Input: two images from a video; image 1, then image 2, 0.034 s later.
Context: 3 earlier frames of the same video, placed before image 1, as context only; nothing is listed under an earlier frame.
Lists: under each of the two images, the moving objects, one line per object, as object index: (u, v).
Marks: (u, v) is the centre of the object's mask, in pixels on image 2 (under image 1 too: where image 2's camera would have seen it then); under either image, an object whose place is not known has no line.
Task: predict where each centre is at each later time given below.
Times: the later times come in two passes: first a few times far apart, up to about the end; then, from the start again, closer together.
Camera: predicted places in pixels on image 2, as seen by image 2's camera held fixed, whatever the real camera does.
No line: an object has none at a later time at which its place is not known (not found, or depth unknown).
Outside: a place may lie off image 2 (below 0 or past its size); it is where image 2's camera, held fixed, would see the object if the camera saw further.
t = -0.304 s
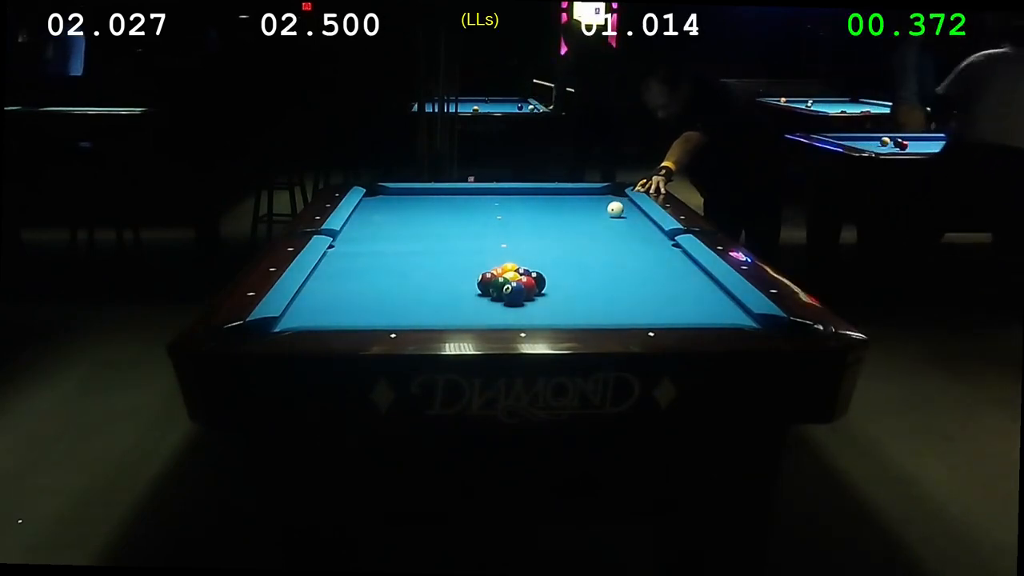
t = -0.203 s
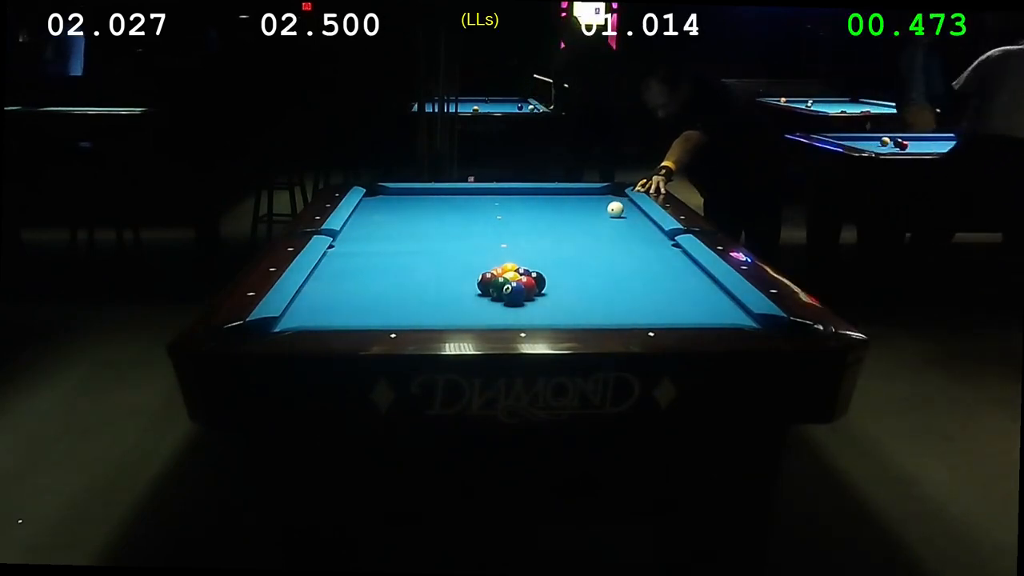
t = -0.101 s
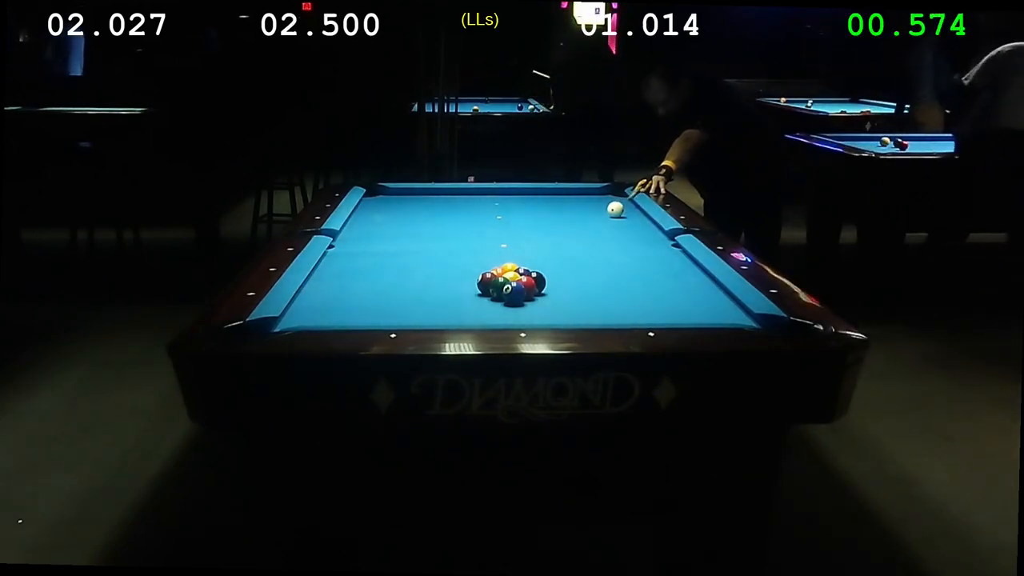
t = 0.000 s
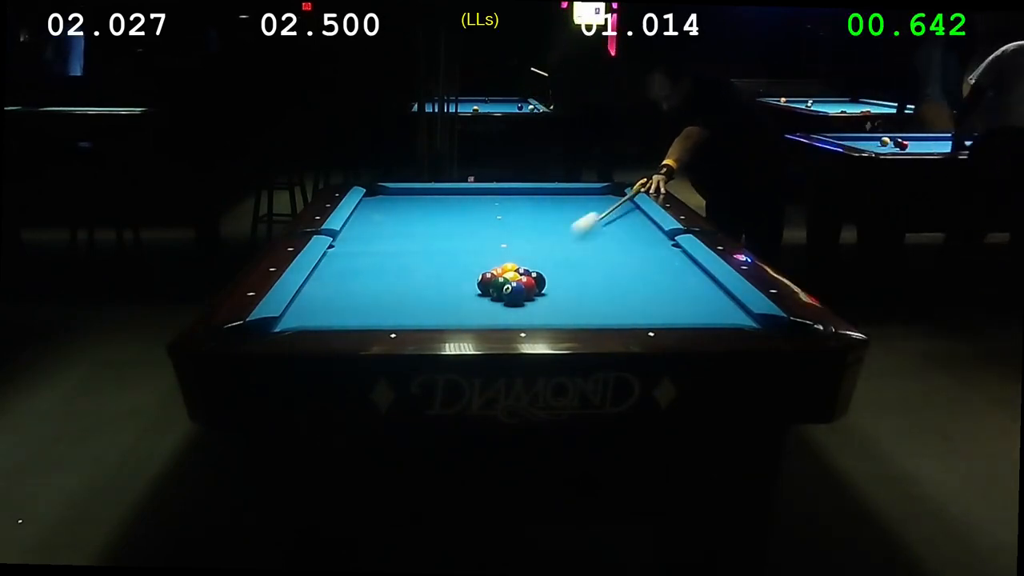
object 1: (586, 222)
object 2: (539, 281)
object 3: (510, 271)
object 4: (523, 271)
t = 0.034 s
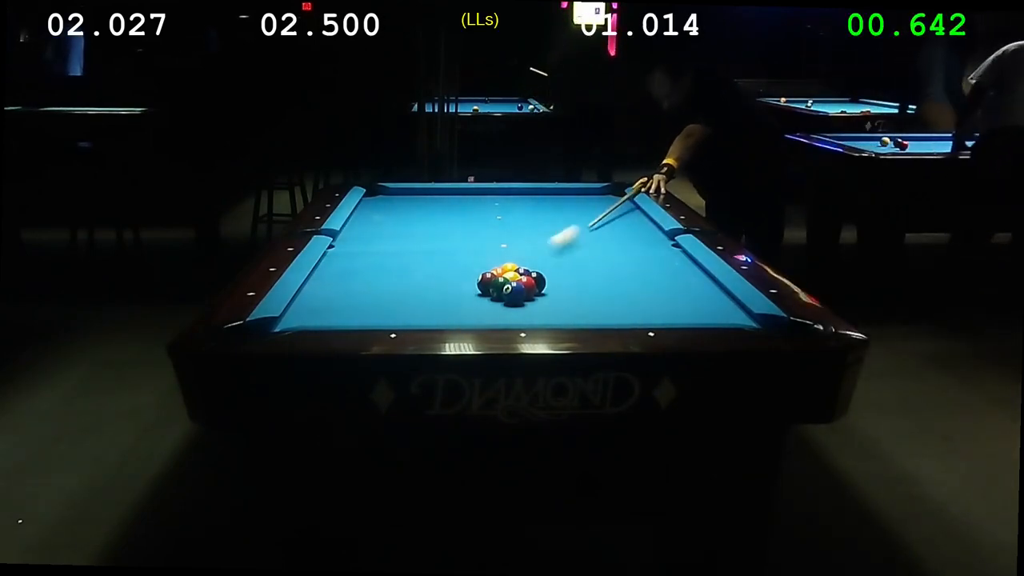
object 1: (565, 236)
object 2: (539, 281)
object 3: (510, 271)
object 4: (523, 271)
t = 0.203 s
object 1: (538, 265)
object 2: (613, 294)
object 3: (458, 268)
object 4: (526, 274)
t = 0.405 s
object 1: (560, 274)
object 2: (731, 310)
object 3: (384, 260)
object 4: (533, 277)
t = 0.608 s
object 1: (580, 281)
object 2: (661, 315)
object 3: (398, 256)
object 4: (534, 277)
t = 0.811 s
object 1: (599, 288)
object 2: (591, 316)
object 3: (419, 252)
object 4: (535, 278)
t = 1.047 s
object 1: (622, 296)
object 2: (516, 313)
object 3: (441, 248)
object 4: (536, 278)
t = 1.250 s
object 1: (642, 303)
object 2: (457, 310)
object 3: (458, 245)
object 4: (536, 278)
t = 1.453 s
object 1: (661, 310)
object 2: (402, 305)
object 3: (474, 243)
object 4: (536, 278)
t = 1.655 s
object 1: (681, 314)
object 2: (351, 301)
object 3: (488, 240)
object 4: (536, 278)
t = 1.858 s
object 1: (699, 317)
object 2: (307, 297)
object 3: (501, 238)
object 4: (536, 278)
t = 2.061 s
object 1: (701, 315)
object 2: (345, 291)
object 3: (513, 236)
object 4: (536, 278)
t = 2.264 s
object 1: (703, 313)
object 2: (379, 287)
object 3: (524, 234)
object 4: (536, 278)
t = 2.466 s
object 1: (703, 311)
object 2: (410, 282)
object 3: (534, 232)
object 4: (536, 278)
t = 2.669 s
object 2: (440, 278)
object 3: (542, 230)
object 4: (536, 278)
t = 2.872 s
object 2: (466, 275)
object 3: (550, 229)
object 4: (536, 278)
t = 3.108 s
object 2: (495, 270)
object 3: (558, 228)
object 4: (536, 278)
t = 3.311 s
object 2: (517, 267)
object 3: (565, 227)
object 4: (536, 278)
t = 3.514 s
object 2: (538, 262)
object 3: (570, 226)
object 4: (536, 278)
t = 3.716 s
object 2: (557, 262)
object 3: (575, 225)
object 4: (536, 278)
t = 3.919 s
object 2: (575, 260)
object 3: (579, 225)
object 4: (536, 278)
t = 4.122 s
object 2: (591, 257)
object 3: (582, 224)
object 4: (536, 278)
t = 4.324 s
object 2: (605, 255)
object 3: (585, 224)
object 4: (536, 278)
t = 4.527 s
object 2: (618, 254)
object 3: (587, 224)
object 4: (536, 278)
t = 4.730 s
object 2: (631, 252)
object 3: (588, 224)
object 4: (536, 278)
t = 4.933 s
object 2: (642, 251)
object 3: (588, 224)
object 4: (536, 278)
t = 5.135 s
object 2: (652, 250)
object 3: (588, 224)
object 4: (536, 278)
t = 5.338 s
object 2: (661, 249)
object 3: (588, 224)
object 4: (536, 278)
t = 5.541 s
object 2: (670, 248)
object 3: (588, 224)
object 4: (536, 278)
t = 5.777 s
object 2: (667, 247)
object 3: (588, 224)
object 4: (536, 278)
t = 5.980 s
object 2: (662, 247)
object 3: (588, 224)
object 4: (536, 278)
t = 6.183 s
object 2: (659, 247)
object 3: (588, 224)
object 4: (536, 278)
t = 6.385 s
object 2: (656, 247)
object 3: (588, 224)
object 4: (536, 278)
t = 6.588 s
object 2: (655, 247)
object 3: (588, 224)
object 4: (536, 278)
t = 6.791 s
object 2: (655, 247)
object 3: (588, 224)
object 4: (536, 278)
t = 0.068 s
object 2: (539, 281)
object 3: (510, 271)
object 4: (523, 272)
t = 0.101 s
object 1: (523, 261)
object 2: (539, 281)
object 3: (508, 271)
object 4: (524, 272)
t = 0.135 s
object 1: (525, 262)
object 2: (565, 287)
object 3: (491, 268)
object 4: (525, 271)
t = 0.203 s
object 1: (538, 265)
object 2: (613, 294)
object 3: (458, 268)
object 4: (526, 274)
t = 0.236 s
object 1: (542, 266)
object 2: (635, 297)
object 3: (444, 266)
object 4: (529, 275)
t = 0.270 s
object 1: (546, 268)
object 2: (658, 300)
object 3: (431, 265)
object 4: (532, 276)
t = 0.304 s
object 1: (549, 269)
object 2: (679, 302)
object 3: (419, 264)
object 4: (534, 276)
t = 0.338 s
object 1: (553, 271)
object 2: (701, 305)
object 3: (407, 263)
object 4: (533, 276)
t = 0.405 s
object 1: (560, 274)
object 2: (731, 310)
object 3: (384, 260)
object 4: (533, 277)
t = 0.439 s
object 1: (564, 275)
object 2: (719, 311)
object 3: (373, 259)
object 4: (533, 276)
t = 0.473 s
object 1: (567, 276)
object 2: (706, 312)
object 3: (374, 258)
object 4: (533, 277)
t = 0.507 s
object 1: (570, 277)
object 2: (695, 313)
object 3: (382, 257)
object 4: (534, 277)
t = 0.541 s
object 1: (573, 278)
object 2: (684, 313)
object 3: (389, 257)
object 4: (534, 277)
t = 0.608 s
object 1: (580, 281)
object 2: (661, 315)
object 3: (398, 256)
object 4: (534, 277)
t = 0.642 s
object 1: (583, 282)
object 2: (648, 316)
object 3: (402, 255)
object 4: (534, 278)
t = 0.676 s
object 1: (586, 283)
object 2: (638, 316)
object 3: (406, 255)
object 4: (535, 278)
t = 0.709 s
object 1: (589, 284)
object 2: (625, 317)
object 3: (409, 254)
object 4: (535, 278)
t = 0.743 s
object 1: (593, 286)
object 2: (614, 318)
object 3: (412, 253)
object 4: (535, 278)
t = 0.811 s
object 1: (599, 288)
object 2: (591, 316)
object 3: (419, 252)
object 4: (535, 278)
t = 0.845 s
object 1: (603, 289)
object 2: (579, 316)
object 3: (422, 252)
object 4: (536, 278)
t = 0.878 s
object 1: (606, 290)
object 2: (569, 316)
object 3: (426, 251)
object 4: (536, 278)
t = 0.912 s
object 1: (609, 291)
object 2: (559, 315)
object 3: (429, 251)
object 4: (536, 278)
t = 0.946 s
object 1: (612, 293)
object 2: (547, 314)
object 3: (432, 250)
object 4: (536, 278)
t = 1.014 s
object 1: (619, 295)
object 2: (526, 314)
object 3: (438, 249)
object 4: (536, 278)
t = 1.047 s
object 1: (622, 296)
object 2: (516, 313)
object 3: (441, 248)
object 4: (536, 278)
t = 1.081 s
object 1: (626, 298)
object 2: (506, 313)
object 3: (444, 248)
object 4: (536, 278)
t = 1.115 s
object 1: (629, 299)
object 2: (496, 312)
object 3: (447, 247)
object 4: (536, 278)
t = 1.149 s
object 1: (632, 300)
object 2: (486, 311)
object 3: (450, 247)
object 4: (536, 278)
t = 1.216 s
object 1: (639, 302)
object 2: (467, 311)
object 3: (456, 246)
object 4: (536, 278)
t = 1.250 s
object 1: (642, 303)
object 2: (457, 310)
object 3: (458, 245)
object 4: (536, 278)
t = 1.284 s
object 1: (646, 305)
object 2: (448, 309)
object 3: (461, 245)
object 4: (536, 278)
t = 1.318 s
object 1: (648, 306)
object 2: (438, 309)
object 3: (463, 244)
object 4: (536, 278)
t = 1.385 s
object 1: (655, 308)
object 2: (420, 307)
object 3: (469, 243)
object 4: (536, 278)
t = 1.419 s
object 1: (658, 309)
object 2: (411, 306)
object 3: (471, 243)
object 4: (536, 278)
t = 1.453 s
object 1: (661, 310)
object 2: (402, 305)
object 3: (474, 243)
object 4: (536, 278)
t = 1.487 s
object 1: (665, 311)
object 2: (393, 305)
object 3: (476, 242)
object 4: (536, 278)
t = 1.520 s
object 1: (668, 311)
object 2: (385, 304)
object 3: (479, 242)
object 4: (537, 278)
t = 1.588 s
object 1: (675, 313)
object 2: (368, 302)
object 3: (483, 241)
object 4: (537, 278)
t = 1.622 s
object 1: (678, 313)
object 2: (359, 302)
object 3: (486, 240)
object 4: (536, 278)
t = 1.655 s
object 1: (681, 314)
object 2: (351, 301)
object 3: (488, 240)
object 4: (536, 278)
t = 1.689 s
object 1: (684, 315)
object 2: (343, 300)
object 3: (490, 240)
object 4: (536, 278)
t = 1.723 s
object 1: (688, 315)
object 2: (334, 299)
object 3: (492, 239)
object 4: (537, 278)
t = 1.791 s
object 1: (694, 317)
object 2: (319, 298)
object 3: (497, 238)
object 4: (536, 278)
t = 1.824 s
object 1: (697, 317)
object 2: (311, 297)
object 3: (499, 238)
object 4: (536, 278)
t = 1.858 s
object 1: (699, 317)
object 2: (307, 297)
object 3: (501, 238)
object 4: (536, 278)
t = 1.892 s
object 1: (700, 317)
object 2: (314, 296)
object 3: (503, 237)
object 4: (536, 278)
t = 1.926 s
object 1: (700, 317)
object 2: (320, 295)
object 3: (505, 237)
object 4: (537, 278)
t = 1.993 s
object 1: (701, 316)
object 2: (332, 293)
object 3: (509, 237)
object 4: (536, 278)
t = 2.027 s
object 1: (701, 316)
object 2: (339, 292)
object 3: (511, 236)
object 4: (537, 278)
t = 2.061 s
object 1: (701, 315)
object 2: (345, 291)
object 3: (513, 236)
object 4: (536, 278)
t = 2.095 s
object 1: (701, 315)
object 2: (351, 290)
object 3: (515, 236)
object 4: (536, 278)
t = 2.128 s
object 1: (702, 315)
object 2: (357, 290)
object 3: (517, 235)
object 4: (536, 278)
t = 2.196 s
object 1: (702, 314)
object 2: (368, 288)
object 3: (520, 235)
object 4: (536, 278)
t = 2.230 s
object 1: (702, 314)
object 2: (373, 287)
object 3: (522, 234)
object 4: (536, 278)
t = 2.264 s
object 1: (703, 313)
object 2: (379, 287)
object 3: (524, 234)
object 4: (536, 278)
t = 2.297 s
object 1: (703, 313)
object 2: (385, 286)
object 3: (526, 234)
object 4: (536, 278)
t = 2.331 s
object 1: (703, 313)
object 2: (390, 285)
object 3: (527, 233)
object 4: (536, 278)
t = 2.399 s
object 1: (703, 312)
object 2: (401, 284)
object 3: (531, 233)
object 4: (536, 278)
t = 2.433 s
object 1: (703, 312)
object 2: (406, 283)
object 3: (532, 232)
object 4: (536, 278)
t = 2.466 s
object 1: (703, 311)
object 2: (410, 282)
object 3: (534, 232)
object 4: (536, 278)
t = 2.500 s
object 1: (703, 311)
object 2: (415, 281)
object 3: (535, 232)
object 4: (536, 278)
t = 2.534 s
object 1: (703, 311)
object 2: (420, 281)
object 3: (537, 232)
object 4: (536, 278)
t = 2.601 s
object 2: (430, 279)
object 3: (540, 231)
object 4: (536, 278)
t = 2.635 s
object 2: (435, 279)
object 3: (541, 231)
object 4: (536, 278)
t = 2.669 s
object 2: (440, 278)
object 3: (542, 230)
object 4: (536, 278)
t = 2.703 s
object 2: (444, 277)
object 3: (544, 231)
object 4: (536, 278)
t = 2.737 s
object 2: (449, 277)
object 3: (545, 230)
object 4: (536, 278)
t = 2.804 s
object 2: (457, 276)
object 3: (548, 230)
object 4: (536, 278)
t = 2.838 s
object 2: (462, 275)
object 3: (549, 230)
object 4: (536, 278)
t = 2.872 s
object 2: (466, 275)
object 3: (550, 229)
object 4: (536, 278)
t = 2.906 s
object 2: (470, 274)
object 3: (552, 229)
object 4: (536, 278)
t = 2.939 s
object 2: (475, 273)
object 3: (553, 229)
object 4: (536, 278)
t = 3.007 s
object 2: (483, 272)
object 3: (555, 228)
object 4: (536, 278)
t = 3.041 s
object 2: (487, 272)
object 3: (556, 228)
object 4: (536, 278)
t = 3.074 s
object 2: (491, 271)
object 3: (557, 228)
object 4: (536, 278)
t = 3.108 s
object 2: (495, 270)
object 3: (558, 228)
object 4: (536, 278)
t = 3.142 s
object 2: (499, 270)
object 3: (560, 228)
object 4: (536, 278)
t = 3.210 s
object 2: (506, 269)
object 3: (562, 227)
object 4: (536, 278)
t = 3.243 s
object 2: (510, 268)
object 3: (563, 227)
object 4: (536, 278)
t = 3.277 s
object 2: (513, 268)
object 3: (564, 227)
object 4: (536, 278)
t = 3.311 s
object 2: (517, 267)
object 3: (565, 227)
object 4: (536, 278)
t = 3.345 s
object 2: (521, 266)
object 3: (566, 227)
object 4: (537, 278)
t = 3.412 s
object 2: (527, 264)
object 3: (568, 227)
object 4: (537, 278)
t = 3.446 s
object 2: (530, 263)
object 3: (569, 226)
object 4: (537, 278)
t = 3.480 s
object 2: (534, 262)
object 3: (570, 226)
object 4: (536, 279)
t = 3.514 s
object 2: (538, 262)
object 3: (570, 226)
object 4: (536, 278)
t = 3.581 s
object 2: (545, 262)
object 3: (572, 226)
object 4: (536, 278)
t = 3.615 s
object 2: (548, 262)
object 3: (573, 226)
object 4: (536, 278)
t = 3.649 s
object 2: (551, 263)
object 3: (574, 226)
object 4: (536, 278)
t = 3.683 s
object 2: (554, 262)
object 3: (574, 225)
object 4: (536, 278)
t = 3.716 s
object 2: (557, 262)
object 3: (575, 225)
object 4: (536, 278)
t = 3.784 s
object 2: (563, 261)
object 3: (576, 225)
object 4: (536, 278)
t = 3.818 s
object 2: (566, 261)
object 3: (577, 225)
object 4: (536, 278)
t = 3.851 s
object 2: (569, 260)
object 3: (578, 225)
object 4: (536, 278)
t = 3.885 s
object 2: (572, 260)
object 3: (578, 225)
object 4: (536, 278)
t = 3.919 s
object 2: (575, 260)
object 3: (579, 225)
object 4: (536, 278)
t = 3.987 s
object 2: (580, 259)
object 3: (580, 225)
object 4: (536, 278)
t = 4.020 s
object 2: (583, 259)
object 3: (581, 225)
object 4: (536, 278)
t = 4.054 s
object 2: (585, 258)
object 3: (581, 225)
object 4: (536, 278)
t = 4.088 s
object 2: (588, 258)
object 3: (581, 225)
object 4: (536, 278)
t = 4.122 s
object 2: (591, 257)
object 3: (582, 224)
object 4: (536, 278)
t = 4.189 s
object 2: (596, 257)
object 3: (583, 224)
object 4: (536, 278)
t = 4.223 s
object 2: (598, 257)
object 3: (583, 224)
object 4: (536, 278)
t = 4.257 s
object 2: (601, 256)
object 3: (584, 224)
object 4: (536, 278)
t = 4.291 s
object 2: (603, 256)
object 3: (584, 224)
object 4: (536, 278)
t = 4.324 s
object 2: (605, 255)
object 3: (585, 224)
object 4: (536, 278)
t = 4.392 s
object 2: (610, 255)
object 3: (585, 224)
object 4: (536, 278)
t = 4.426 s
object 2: (612, 255)
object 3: (586, 224)
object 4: (536, 278)
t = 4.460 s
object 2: (614, 254)
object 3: (586, 224)
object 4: (536, 278)
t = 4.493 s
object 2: (616, 254)
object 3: (586, 224)
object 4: (536, 278)
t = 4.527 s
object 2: (618, 254)
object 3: (587, 224)
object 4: (536, 278)
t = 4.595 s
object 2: (623, 253)
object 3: (587, 224)
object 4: (536, 278)
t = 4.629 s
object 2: (625, 253)
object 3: (587, 224)
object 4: (536, 278)
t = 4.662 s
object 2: (627, 253)
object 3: (587, 224)
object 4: (536, 278)
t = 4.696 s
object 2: (629, 252)
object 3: (588, 224)
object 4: (536, 278)
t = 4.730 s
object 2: (631, 252)
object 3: (588, 224)
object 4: (536, 278)
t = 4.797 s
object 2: (634, 252)
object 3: (588, 224)
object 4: (536, 278)
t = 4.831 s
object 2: (636, 252)
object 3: (588, 224)
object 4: (536, 278)
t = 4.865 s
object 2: (638, 251)
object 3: (588, 224)
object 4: (536, 278)
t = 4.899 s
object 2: (640, 251)
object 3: (588, 224)
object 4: (536, 278)
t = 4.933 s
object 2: (642, 251)
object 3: (588, 224)
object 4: (536, 278)
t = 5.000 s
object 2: (646, 250)
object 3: (588, 224)
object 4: (536, 278)
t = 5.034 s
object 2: (647, 250)
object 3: (588, 224)
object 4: (536, 278)
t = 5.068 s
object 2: (649, 250)
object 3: (588, 224)
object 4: (536, 278)
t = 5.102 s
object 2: (650, 250)
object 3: (588, 224)
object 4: (536, 278)
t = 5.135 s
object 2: (652, 250)
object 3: (588, 224)
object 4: (536, 278)
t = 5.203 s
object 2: (655, 249)
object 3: (588, 224)
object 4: (536, 278)
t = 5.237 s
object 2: (656, 249)
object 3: (588, 224)
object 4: (536, 278)
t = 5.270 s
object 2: (658, 249)
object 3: (588, 224)
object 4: (536, 278)
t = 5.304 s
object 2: (660, 249)
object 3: (588, 224)
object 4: (536, 278)
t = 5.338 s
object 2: (661, 249)
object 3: (588, 224)
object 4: (536, 278)
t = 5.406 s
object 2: (664, 248)
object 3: (588, 224)
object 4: (536, 278)
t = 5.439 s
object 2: (665, 248)
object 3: (588, 224)
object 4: (536, 278)
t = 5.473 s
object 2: (667, 248)
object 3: (588, 224)
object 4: (536, 278)
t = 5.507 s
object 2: (668, 248)
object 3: (588, 224)
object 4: (536, 278)
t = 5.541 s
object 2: (670, 248)
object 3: (588, 224)
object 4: (536, 278)
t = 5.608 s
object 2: (672, 248)
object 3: (588, 224)
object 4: (536, 278)
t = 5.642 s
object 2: (671, 247)
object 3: (588, 224)
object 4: (536, 278)
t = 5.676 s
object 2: (670, 247)
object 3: (588, 224)
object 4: (536, 278)
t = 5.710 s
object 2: (669, 247)
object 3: (588, 224)
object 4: (536, 278)
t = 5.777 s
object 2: (667, 247)
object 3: (588, 224)
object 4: (536, 278)
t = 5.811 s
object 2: (666, 247)
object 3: (588, 224)
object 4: (536, 278)
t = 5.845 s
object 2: (665, 247)
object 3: (588, 224)
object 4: (536, 278)
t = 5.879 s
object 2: (665, 247)
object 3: (588, 224)
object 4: (536, 278)
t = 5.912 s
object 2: (664, 247)
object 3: (588, 224)
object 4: (536, 278)
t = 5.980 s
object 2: (662, 247)
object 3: (588, 224)
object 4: (536, 278)
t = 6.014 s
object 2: (661, 247)
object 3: (588, 224)
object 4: (536, 278)
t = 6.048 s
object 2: (661, 247)
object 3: (588, 224)
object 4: (536, 278)
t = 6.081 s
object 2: (660, 247)
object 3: (588, 224)
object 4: (536, 278)
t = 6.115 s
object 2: (660, 247)
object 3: (588, 224)
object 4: (536, 278)
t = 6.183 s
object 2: (659, 247)
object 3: (588, 224)
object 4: (536, 278)
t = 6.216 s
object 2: (658, 247)
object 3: (588, 224)
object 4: (536, 278)
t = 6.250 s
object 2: (658, 247)
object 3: (588, 224)
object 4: (536, 278)
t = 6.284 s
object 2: (657, 247)
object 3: (588, 224)
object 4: (536, 278)
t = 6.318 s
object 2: (657, 247)
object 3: (588, 224)
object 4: (536, 278)
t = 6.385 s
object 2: (656, 247)
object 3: (588, 224)
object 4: (536, 278)
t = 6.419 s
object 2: (656, 247)
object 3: (588, 224)
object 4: (536, 278)
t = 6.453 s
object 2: (656, 247)
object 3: (588, 224)
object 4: (536, 278)
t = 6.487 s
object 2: (656, 247)
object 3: (588, 224)
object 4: (536, 278)
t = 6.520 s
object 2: (656, 247)
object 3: (588, 224)
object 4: (536, 278)
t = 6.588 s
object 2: (655, 247)
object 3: (588, 224)
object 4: (536, 278)
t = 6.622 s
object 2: (655, 247)
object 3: (588, 224)
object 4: (536, 278)
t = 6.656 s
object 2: (655, 247)
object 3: (588, 224)
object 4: (536, 278)
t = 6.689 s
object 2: (655, 247)
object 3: (588, 224)
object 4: (536, 278)
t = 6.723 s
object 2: (655, 247)
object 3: (588, 224)
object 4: (536, 278)
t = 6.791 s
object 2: (655, 247)
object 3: (588, 224)
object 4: (536, 278)
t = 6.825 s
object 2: (655, 247)
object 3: (588, 224)
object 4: (536, 278)
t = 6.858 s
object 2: (655, 247)
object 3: (588, 224)
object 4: (536, 278)
